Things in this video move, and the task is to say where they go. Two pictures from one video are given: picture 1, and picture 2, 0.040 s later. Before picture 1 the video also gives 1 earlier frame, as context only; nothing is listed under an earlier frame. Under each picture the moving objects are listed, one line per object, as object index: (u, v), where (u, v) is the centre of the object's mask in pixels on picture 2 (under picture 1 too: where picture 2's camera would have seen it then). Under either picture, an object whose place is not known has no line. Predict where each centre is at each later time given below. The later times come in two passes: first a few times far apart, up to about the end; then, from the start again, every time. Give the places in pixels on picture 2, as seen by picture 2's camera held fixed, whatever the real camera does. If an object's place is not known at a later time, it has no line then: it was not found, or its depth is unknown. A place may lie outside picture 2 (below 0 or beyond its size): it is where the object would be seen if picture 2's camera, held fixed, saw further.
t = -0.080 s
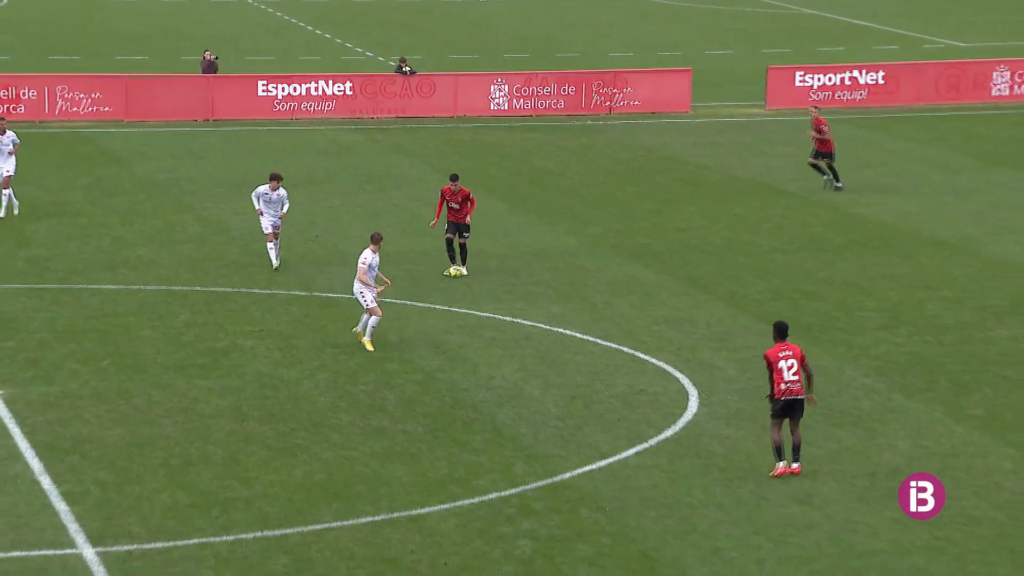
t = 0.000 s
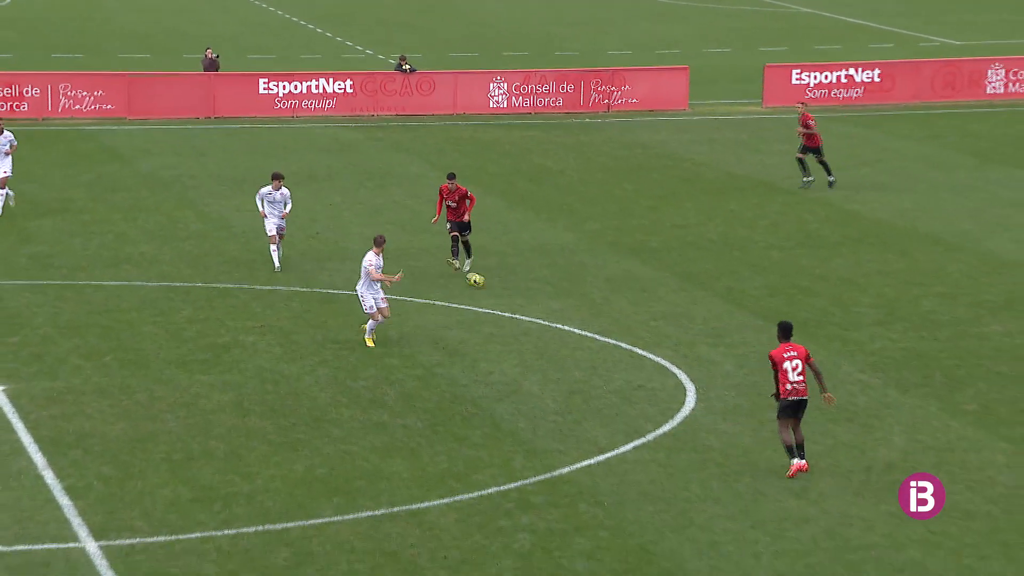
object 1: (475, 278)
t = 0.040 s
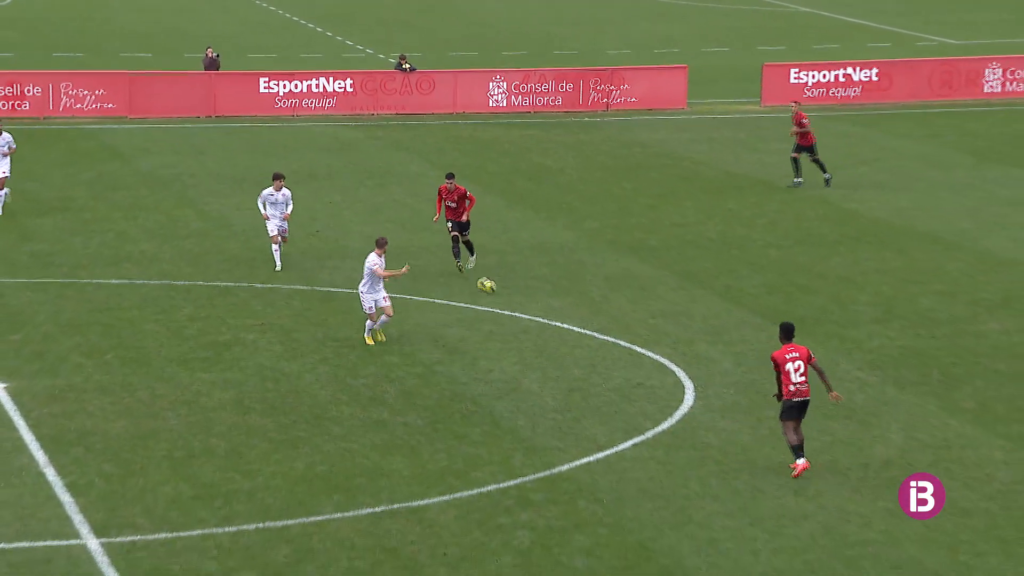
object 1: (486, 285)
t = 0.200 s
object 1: (538, 315)
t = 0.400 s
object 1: (609, 349)
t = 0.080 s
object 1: (499, 293)
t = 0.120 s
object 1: (512, 302)
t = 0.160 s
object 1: (524, 308)
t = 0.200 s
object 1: (538, 315)
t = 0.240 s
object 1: (552, 323)
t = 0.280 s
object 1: (566, 333)
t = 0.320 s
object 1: (579, 338)
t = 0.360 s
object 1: (594, 343)
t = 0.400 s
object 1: (609, 349)
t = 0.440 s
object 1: (623, 356)
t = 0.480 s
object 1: (639, 366)
